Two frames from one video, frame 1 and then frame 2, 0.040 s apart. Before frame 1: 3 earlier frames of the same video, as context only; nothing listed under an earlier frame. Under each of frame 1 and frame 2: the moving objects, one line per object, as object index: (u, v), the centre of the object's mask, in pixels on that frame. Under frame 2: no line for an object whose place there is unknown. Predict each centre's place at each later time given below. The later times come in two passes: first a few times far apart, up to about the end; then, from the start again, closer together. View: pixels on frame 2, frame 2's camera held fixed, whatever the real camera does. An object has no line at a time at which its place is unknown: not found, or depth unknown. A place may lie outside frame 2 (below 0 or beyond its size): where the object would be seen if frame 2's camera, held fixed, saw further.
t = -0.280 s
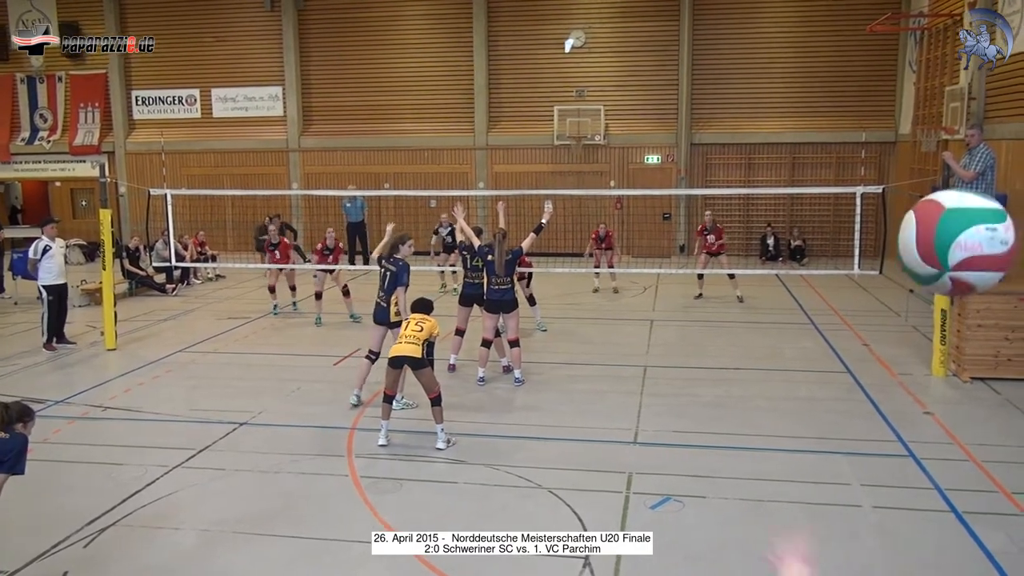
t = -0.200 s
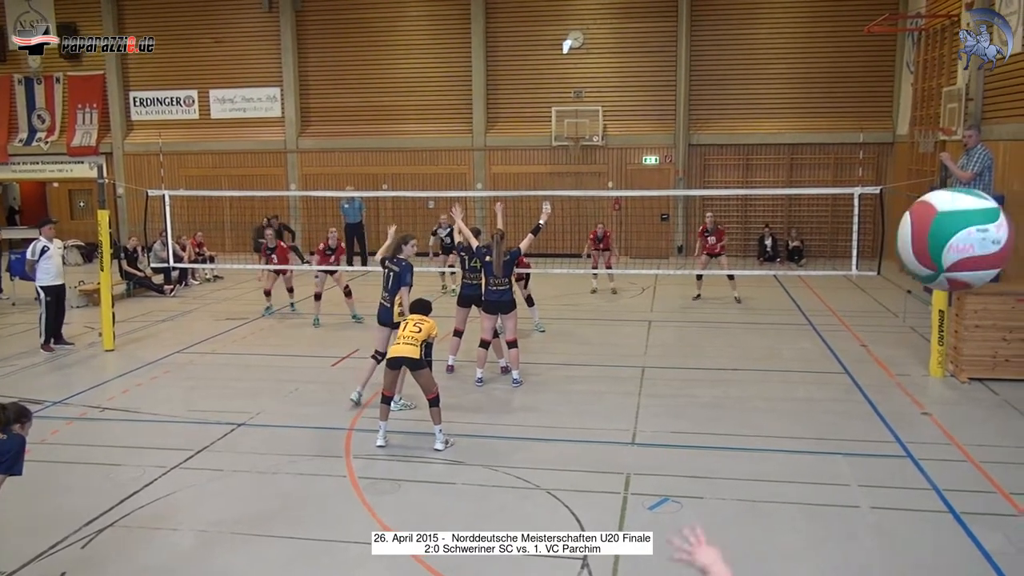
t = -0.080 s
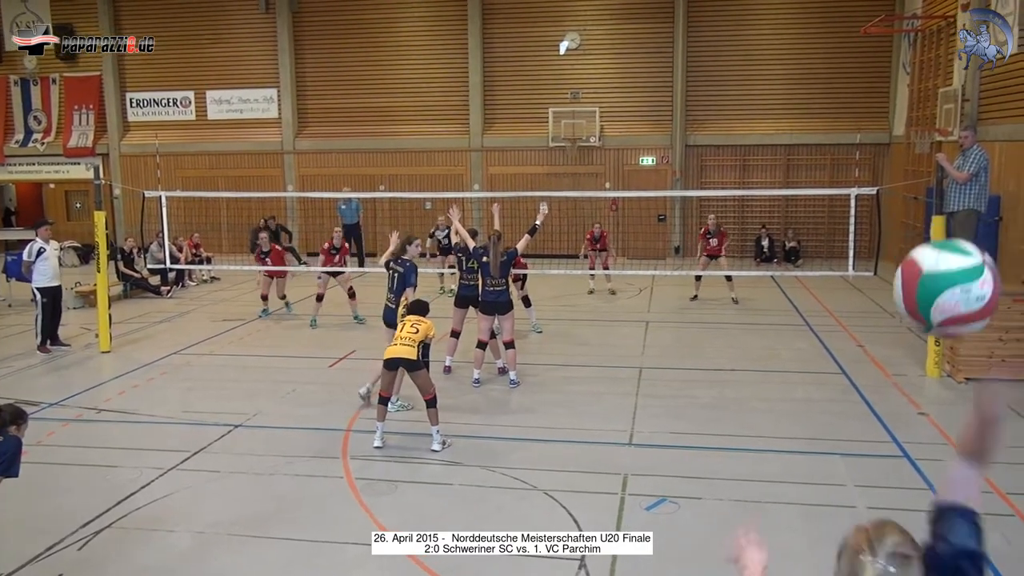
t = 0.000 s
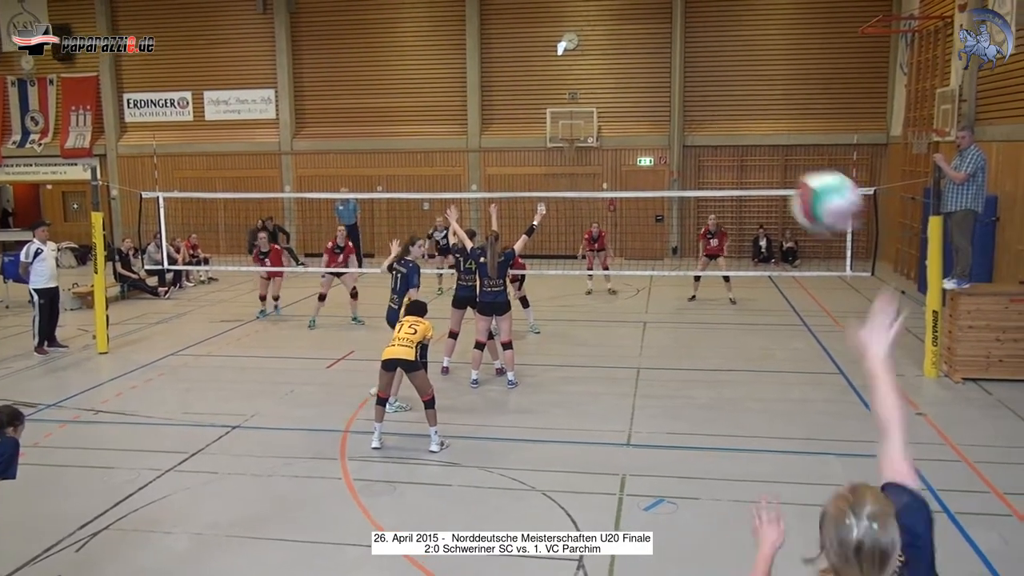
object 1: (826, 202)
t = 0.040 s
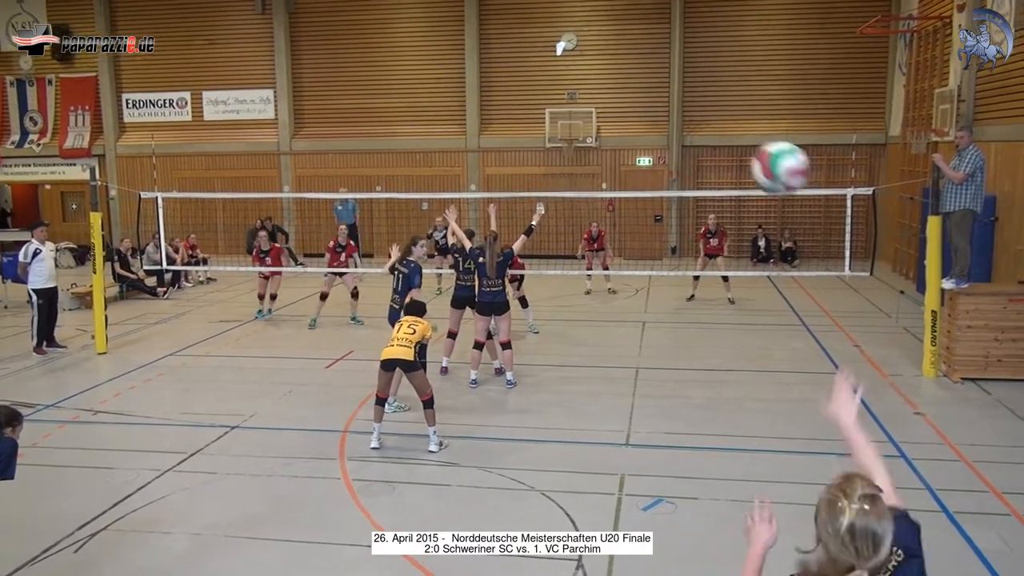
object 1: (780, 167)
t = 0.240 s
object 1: (688, 126)
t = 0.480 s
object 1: (657, 158)
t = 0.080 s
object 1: (749, 146)
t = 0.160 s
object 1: (710, 127)
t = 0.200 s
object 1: (698, 125)
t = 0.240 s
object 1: (688, 126)
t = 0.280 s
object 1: (680, 129)
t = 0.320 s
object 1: (673, 133)
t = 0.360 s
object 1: (669, 138)
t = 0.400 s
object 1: (664, 144)
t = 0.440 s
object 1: (660, 152)
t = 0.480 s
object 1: (657, 158)
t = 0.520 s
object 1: (656, 164)
